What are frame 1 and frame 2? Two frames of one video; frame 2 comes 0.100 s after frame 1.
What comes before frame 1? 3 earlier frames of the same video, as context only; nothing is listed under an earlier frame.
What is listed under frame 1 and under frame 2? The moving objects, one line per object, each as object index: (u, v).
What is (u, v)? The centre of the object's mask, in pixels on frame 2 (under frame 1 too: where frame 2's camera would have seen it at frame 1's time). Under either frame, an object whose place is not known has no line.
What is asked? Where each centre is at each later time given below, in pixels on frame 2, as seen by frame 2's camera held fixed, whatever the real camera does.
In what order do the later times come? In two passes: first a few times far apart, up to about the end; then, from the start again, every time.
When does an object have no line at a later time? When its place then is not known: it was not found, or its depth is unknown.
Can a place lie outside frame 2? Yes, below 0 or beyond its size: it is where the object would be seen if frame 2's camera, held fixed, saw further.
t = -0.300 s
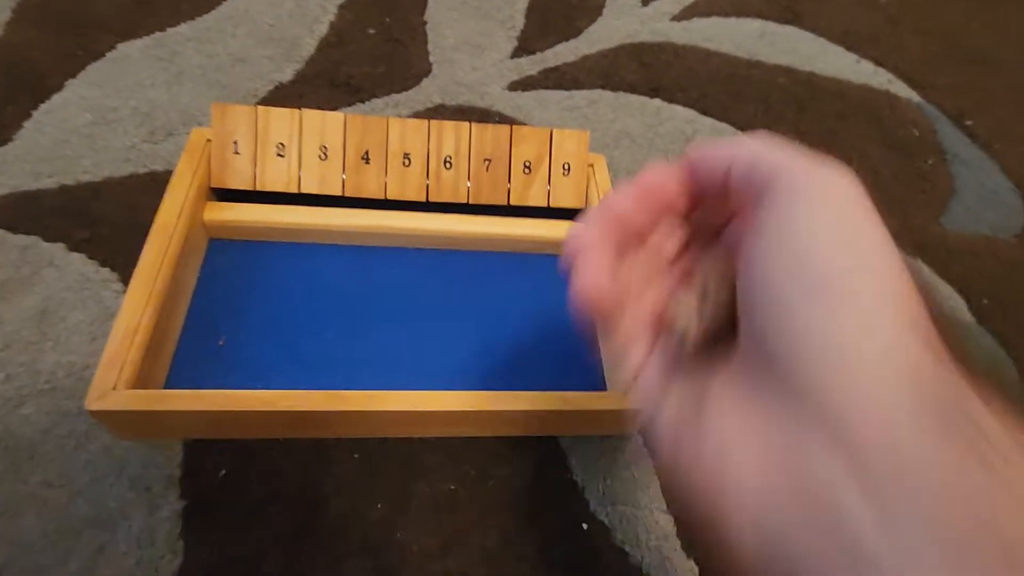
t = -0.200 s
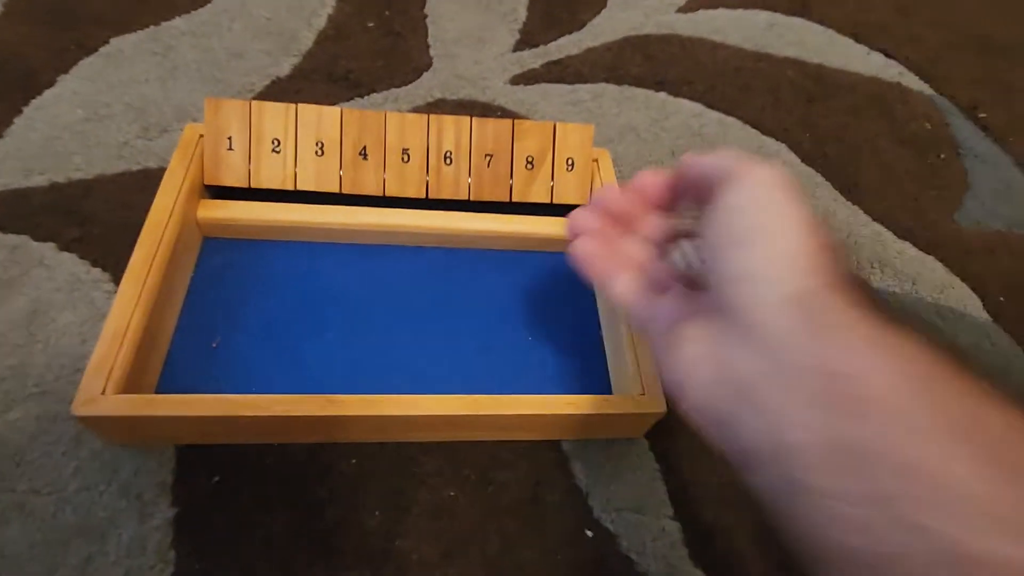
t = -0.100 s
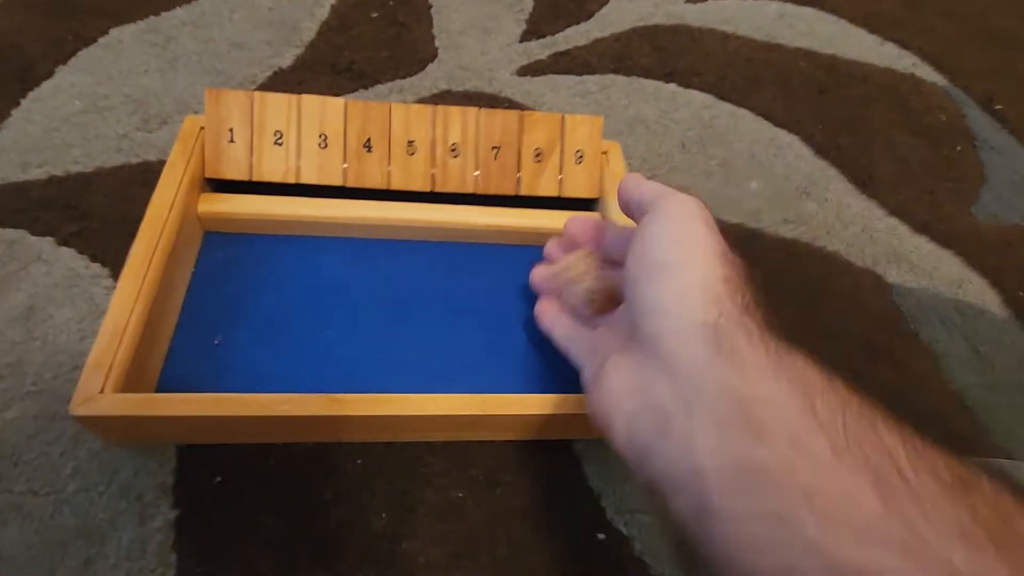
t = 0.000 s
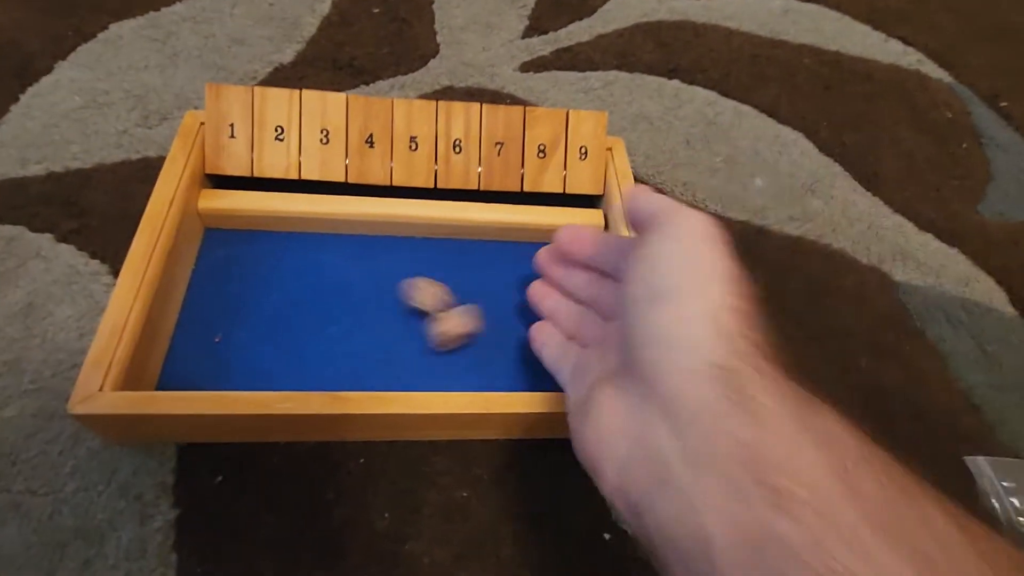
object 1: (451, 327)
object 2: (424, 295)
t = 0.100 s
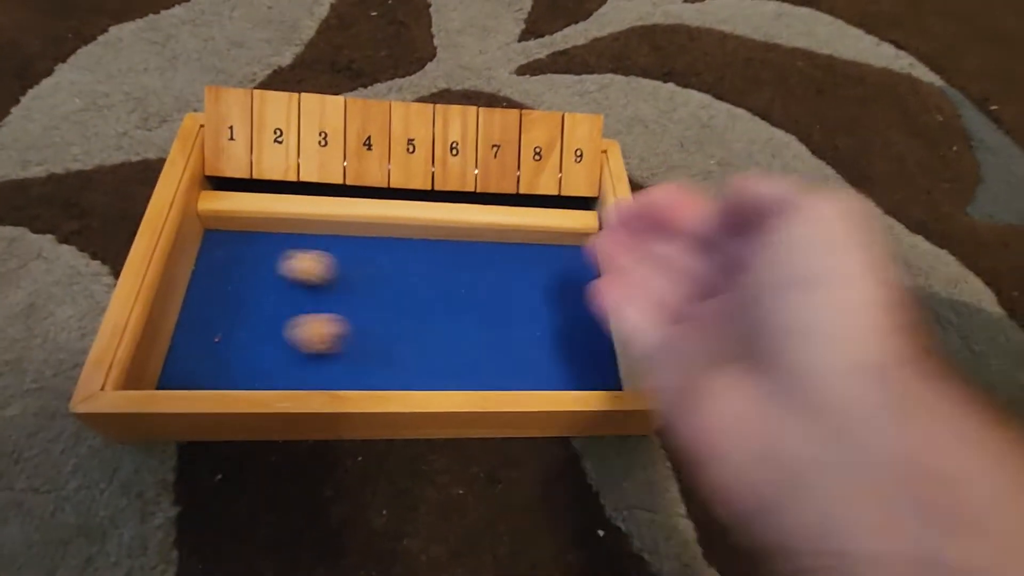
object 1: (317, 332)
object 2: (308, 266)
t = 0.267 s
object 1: (173, 363)
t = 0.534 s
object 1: (188, 345)
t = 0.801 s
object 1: (188, 345)
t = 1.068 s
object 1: (188, 345)
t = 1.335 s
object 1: (188, 345)
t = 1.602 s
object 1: (188, 345)
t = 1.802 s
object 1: (189, 345)
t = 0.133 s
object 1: (276, 340)
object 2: (269, 257)
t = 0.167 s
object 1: (238, 352)
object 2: (233, 249)
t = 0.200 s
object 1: (198, 352)
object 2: (221, 240)
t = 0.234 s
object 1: (175, 362)
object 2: (248, 239)
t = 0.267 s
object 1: (173, 363)
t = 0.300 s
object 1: (175, 367)
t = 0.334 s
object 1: (175, 364)
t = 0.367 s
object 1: (176, 362)
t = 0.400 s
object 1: (177, 360)
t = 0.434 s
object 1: (179, 359)
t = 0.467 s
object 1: (181, 356)
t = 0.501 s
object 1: (185, 352)
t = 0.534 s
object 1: (188, 345)
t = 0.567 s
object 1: (187, 344)
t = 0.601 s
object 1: (188, 346)
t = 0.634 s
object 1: (188, 345)
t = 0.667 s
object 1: (188, 345)
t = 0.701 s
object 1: (187, 345)
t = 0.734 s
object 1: (188, 345)
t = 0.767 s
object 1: (188, 345)
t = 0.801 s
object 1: (188, 345)
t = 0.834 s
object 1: (187, 345)
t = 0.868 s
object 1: (187, 345)
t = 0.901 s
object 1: (188, 345)
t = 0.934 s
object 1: (188, 345)
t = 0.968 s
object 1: (188, 345)
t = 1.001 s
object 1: (188, 345)
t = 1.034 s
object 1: (188, 345)
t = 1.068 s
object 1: (188, 345)
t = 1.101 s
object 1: (188, 345)
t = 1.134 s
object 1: (188, 345)
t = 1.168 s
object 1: (188, 345)
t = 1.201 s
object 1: (188, 345)
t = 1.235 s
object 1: (188, 345)
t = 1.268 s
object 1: (188, 345)
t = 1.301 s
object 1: (188, 345)
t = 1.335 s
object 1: (188, 345)
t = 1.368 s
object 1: (188, 345)
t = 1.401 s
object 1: (188, 345)
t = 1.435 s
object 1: (188, 345)
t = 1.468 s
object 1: (188, 345)
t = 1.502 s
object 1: (188, 345)
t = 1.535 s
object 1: (188, 345)
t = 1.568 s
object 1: (188, 345)
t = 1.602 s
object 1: (188, 345)
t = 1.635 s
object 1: (188, 345)
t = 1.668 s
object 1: (188, 345)
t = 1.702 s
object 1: (188, 345)
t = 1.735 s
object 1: (188, 345)
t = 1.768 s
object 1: (189, 345)
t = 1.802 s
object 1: (189, 345)
